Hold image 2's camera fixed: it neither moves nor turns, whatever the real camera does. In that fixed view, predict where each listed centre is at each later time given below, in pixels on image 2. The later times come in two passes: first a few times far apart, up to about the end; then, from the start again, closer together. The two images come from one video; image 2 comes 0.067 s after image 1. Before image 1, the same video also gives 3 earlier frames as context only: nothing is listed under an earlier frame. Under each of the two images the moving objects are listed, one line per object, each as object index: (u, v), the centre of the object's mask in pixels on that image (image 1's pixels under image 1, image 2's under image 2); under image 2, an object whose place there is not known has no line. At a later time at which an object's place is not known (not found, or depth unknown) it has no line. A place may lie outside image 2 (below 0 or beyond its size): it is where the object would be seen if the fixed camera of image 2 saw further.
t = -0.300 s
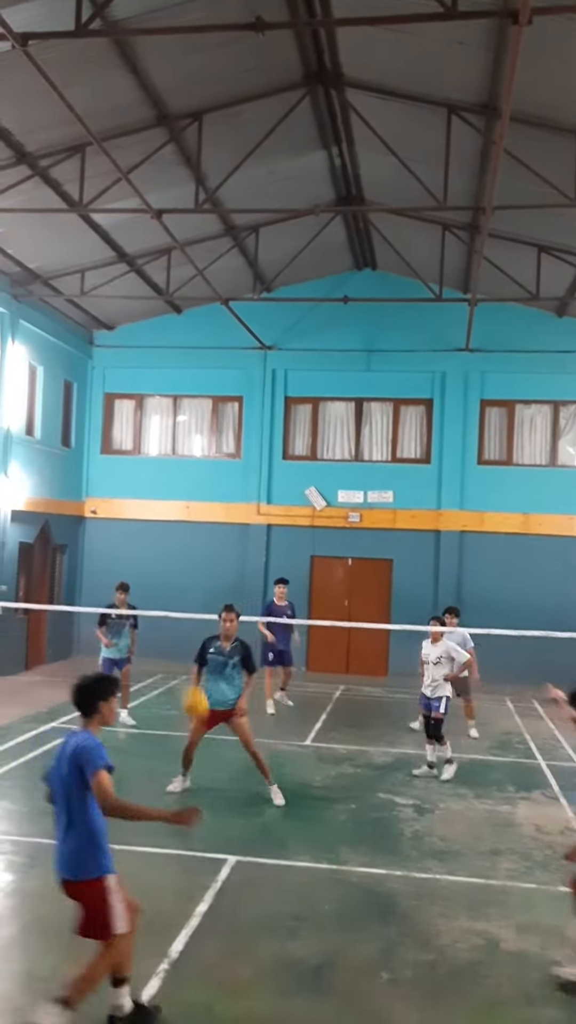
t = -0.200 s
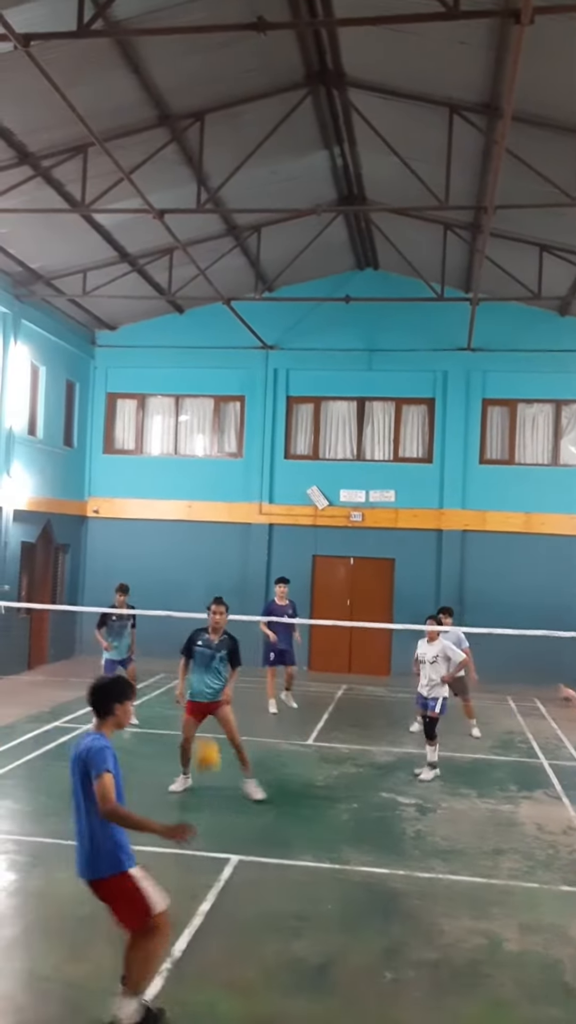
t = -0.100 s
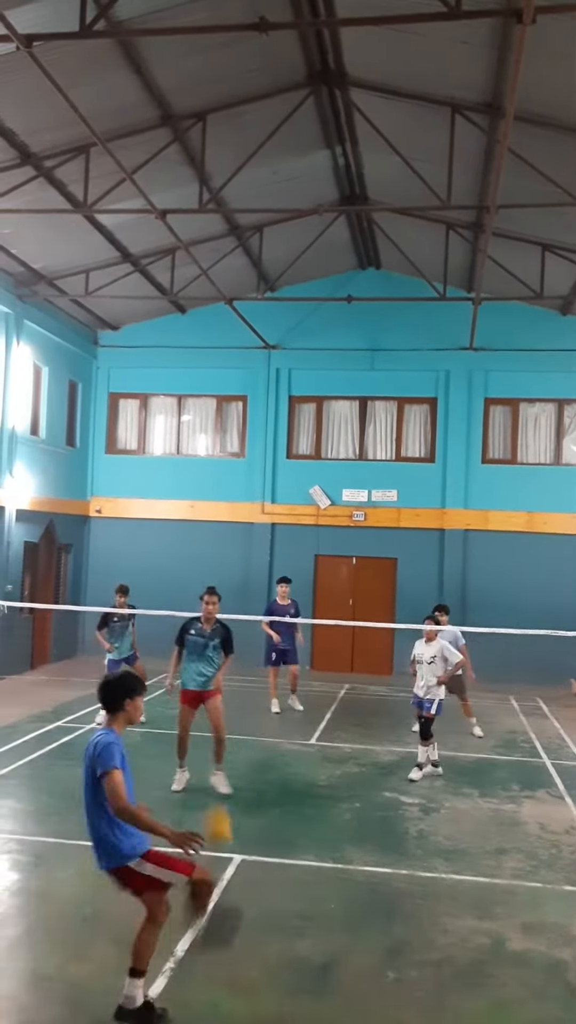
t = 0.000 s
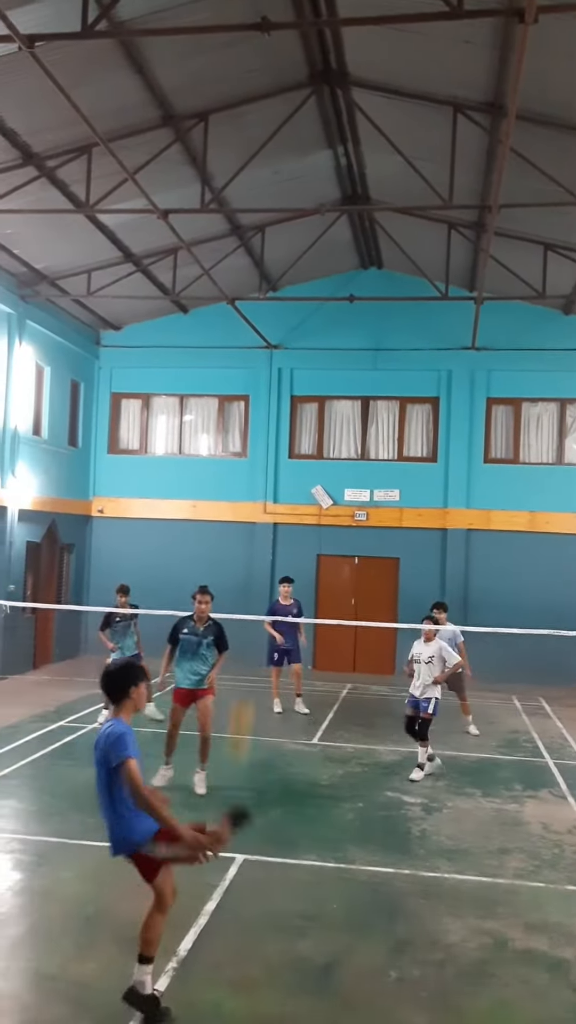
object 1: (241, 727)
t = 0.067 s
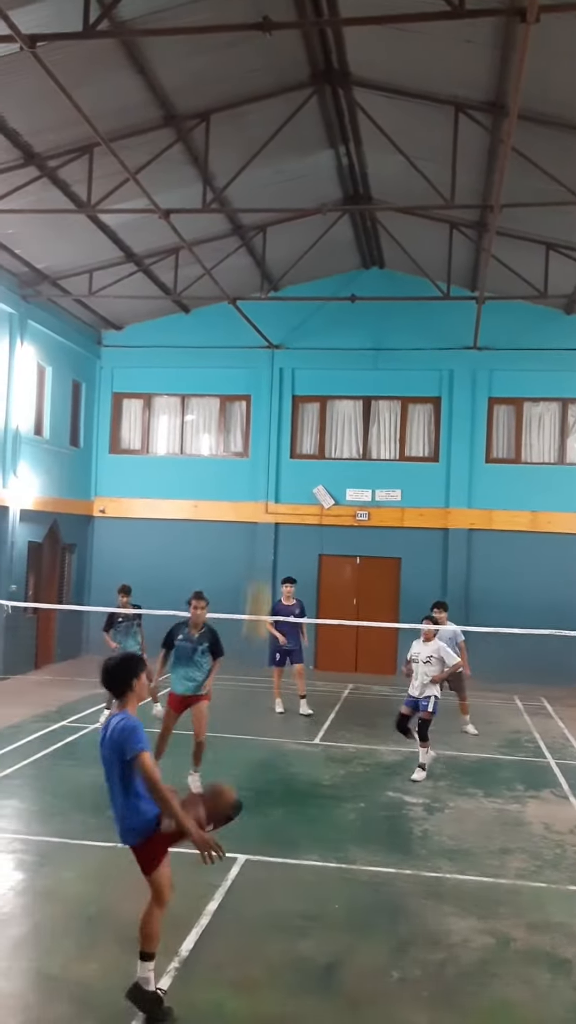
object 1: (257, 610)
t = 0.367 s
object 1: (314, 247)
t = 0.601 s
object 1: (348, 103)
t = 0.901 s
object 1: (381, 61)
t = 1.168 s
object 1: (403, 141)
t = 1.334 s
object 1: (413, 236)
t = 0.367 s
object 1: (314, 247)
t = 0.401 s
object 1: (320, 219)
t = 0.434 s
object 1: (325, 193)
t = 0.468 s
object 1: (329, 171)
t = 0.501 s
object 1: (335, 151)
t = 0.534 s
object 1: (339, 132)
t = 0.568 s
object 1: (344, 116)
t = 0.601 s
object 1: (348, 103)
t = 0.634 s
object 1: (352, 91)
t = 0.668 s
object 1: (356, 81)
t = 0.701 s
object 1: (360, 72)
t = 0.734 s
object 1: (364, 66)
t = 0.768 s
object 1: (367, 61)
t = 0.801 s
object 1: (372, 59)
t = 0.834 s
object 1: (375, 58)
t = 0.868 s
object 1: (378, 59)
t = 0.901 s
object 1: (381, 61)
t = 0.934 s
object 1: (384, 66)
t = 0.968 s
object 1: (387, 73)
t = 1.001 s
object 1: (390, 80)
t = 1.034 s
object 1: (393, 89)
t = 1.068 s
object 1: (395, 101)
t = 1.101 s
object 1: (398, 112)
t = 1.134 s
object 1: (400, 126)
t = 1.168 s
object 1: (403, 141)
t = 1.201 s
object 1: (405, 157)
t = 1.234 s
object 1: (407, 175)
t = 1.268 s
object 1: (410, 194)
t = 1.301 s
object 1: (411, 215)
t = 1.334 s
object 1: (413, 236)
